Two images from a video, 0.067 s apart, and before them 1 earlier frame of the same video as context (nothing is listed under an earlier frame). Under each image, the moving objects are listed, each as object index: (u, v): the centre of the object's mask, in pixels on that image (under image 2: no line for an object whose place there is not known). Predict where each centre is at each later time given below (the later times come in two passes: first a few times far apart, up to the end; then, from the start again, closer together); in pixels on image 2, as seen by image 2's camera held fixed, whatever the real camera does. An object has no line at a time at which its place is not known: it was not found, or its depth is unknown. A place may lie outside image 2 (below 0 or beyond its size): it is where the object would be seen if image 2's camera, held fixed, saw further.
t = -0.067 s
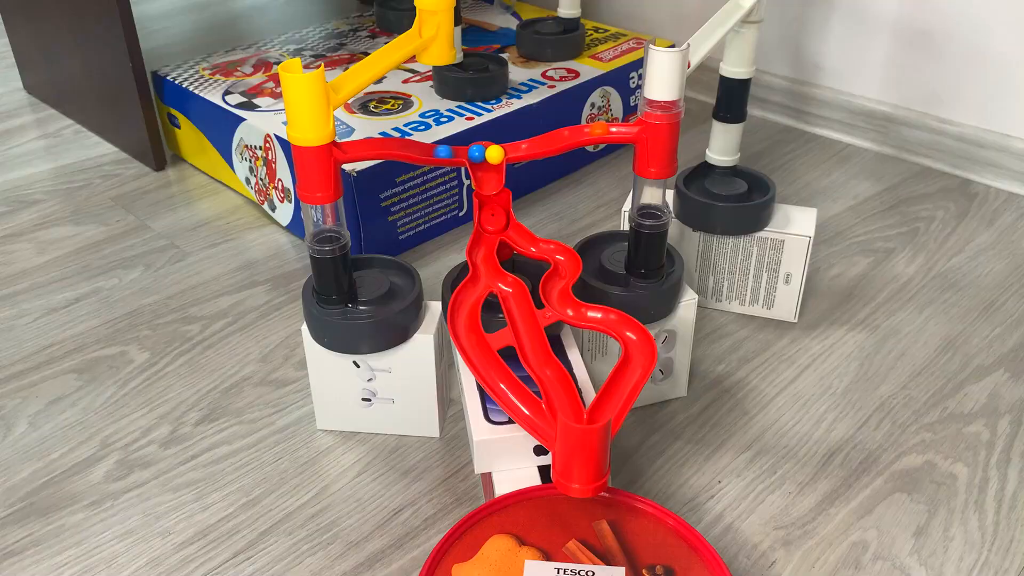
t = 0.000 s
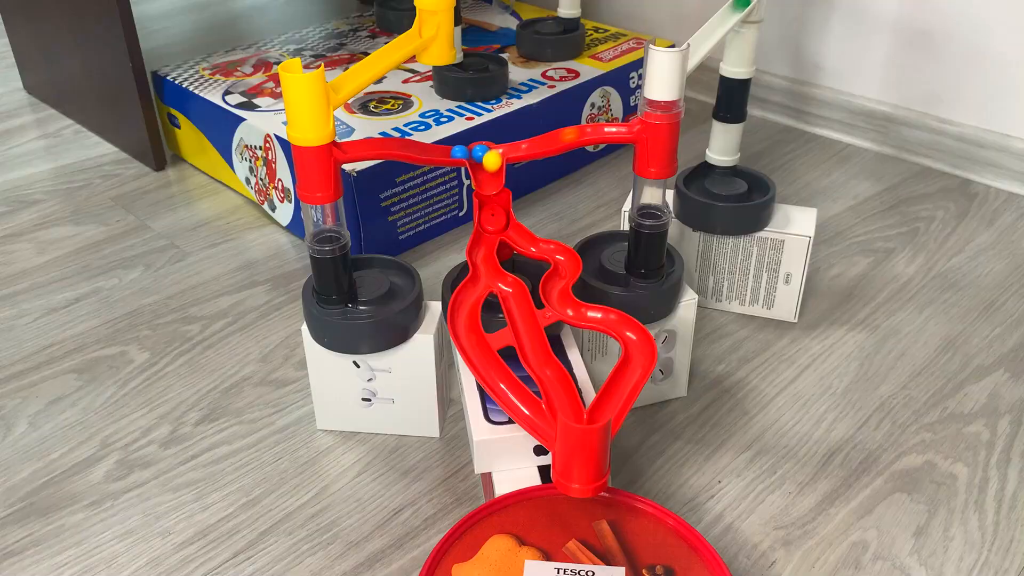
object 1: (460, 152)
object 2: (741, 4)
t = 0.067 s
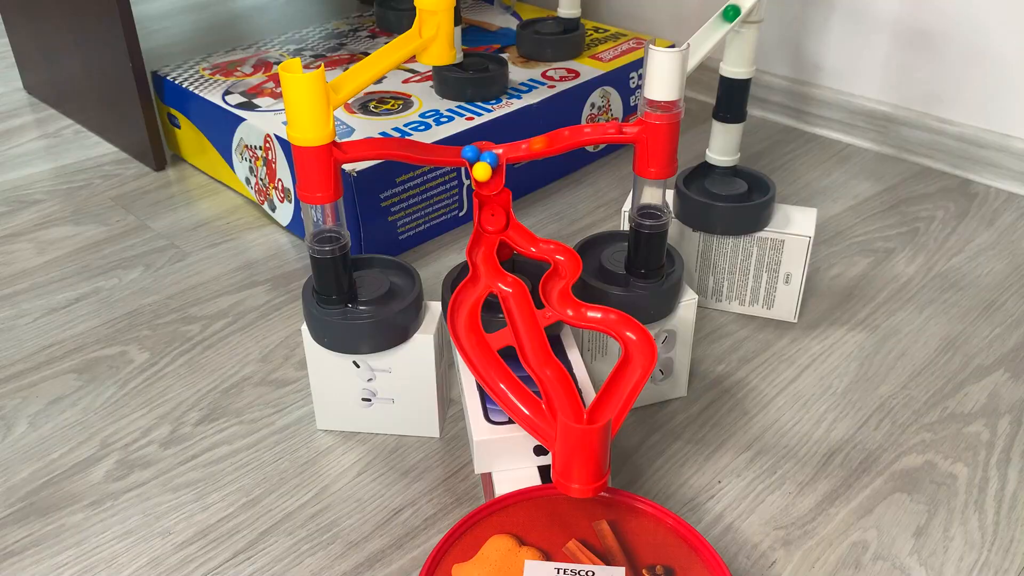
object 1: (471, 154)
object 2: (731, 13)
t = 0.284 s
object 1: (441, 151)
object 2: (695, 51)
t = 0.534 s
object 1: (424, 150)
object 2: (632, 126)
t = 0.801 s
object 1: (446, 152)
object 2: (492, 151)
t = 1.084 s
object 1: (466, 153)
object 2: (488, 153)
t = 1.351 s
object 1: (485, 165)
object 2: (505, 150)
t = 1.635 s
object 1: (483, 263)
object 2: (489, 166)
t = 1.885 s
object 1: (515, 302)
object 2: (508, 220)
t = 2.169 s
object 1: (557, 387)
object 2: (488, 230)
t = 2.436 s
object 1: (576, 502)
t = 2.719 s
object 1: (542, 499)
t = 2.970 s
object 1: (520, 503)
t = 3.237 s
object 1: (503, 508)
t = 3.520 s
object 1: (497, 518)
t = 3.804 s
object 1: (490, 528)
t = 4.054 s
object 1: (481, 534)
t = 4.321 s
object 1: (467, 537)
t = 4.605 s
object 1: (461, 541)
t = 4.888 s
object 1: (465, 543)
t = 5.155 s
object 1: (470, 543)
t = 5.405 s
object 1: (471, 541)
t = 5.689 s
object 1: (472, 541)
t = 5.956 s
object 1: (471, 541)
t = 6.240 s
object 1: (471, 541)
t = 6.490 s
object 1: (471, 541)
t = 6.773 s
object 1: (472, 541)
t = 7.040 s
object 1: (471, 541)
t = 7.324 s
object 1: (471, 541)
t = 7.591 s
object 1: (471, 541)
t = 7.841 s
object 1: (471, 541)
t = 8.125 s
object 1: (471, 541)
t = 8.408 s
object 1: (471, 541)
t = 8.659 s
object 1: (472, 541)
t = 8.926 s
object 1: (471, 541)
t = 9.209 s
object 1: (471, 541)
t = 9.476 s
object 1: (471, 541)
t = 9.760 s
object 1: (471, 541)
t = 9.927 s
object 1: (471, 541)
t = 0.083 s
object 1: (473, 154)
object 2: (729, 16)
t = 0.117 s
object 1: (481, 153)
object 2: (724, 21)
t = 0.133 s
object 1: (475, 153)
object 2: (720, 24)
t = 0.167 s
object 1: (457, 152)
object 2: (715, 29)
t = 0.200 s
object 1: (449, 152)
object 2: (709, 35)
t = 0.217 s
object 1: (445, 151)
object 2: (706, 38)
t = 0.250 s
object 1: (442, 151)
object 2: (700, 44)
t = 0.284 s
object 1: (441, 151)
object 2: (695, 51)
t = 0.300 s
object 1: (441, 152)
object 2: (694, 54)
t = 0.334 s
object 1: (443, 151)
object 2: (691, 60)
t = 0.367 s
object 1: (440, 152)
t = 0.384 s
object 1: (439, 152)
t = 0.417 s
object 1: (440, 152)
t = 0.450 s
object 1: (442, 152)
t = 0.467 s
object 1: (444, 152)
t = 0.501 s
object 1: (431, 151)
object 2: (641, 120)
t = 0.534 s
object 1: (424, 150)
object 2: (632, 126)
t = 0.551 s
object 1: (423, 150)
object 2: (626, 127)
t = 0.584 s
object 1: (422, 149)
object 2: (610, 127)
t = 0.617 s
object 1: (423, 149)
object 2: (595, 129)
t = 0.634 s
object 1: (424, 150)
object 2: (587, 130)
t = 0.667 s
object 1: (427, 150)
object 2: (568, 135)
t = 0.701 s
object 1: (432, 151)
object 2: (551, 140)
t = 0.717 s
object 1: (433, 151)
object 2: (542, 143)
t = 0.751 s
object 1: (438, 152)
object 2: (520, 147)
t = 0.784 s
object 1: (446, 152)
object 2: (494, 151)
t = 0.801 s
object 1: (446, 152)
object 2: (492, 151)
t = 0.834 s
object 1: (434, 151)
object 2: (498, 152)
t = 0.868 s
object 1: (430, 151)
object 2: (505, 150)
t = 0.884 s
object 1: (429, 151)
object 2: (506, 149)
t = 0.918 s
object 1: (429, 151)
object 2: (507, 150)
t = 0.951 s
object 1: (432, 151)
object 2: (506, 150)
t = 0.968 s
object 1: (433, 151)
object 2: (505, 150)
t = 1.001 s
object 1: (439, 151)
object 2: (501, 151)
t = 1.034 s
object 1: (447, 152)
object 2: (497, 153)
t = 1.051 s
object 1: (453, 152)
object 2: (494, 153)
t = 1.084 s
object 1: (466, 153)
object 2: (488, 153)
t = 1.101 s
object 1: (466, 153)
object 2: (491, 152)
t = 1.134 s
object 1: (466, 153)
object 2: (500, 152)
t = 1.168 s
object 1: (469, 153)
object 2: (504, 150)
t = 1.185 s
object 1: (470, 153)
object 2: (505, 150)
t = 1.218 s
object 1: (474, 154)
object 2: (507, 149)
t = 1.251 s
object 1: (480, 154)
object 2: (507, 149)
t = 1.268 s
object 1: (483, 155)
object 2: (506, 150)
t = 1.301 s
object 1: (485, 157)
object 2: (506, 150)
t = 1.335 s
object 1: (484, 162)
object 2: (506, 150)
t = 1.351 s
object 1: (485, 165)
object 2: (505, 150)
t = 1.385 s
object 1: (487, 172)
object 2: (503, 150)
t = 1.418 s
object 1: (489, 182)
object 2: (498, 152)
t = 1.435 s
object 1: (490, 186)
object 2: (496, 152)
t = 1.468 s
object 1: (492, 205)
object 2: (490, 153)
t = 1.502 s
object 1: (492, 227)
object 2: (484, 154)
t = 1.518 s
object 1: (489, 226)
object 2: (481, 155)
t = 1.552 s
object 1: (483, 234)
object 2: (476, 156)
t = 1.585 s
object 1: (482, 250)
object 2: (477, 158)
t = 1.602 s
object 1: (482, 252)
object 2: (479, 161)
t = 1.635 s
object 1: (483, 263)
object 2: (489, 166)
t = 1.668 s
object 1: (487, 274)
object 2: (492, 169)
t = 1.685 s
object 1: (490, 278)
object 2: (491, 174)
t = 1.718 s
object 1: (496, 274)
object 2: (486, 183)
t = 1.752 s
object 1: (501, 278)
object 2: (486, 193)
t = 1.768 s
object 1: (502, 282)
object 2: (492, 198)
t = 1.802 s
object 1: (507, 284)
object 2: (504, 216)
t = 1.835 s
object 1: (514, 292)
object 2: (507, 225)
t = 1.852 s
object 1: (514, 295)
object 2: (507, 220)
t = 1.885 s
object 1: (515, 302)
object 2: (508, 220)
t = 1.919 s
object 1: (519, 309)
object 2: (503, 225)
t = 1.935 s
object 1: (521, 313)
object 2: (501, 226)
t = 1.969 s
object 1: (522, 322)
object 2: (499, 228)
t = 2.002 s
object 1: (526, 332)
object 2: (495, 229)
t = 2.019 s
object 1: (529, 336)
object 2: (493, 229)
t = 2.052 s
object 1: (532, 346)
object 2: (487, 229)
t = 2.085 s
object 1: (535, 358)
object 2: (488, 229)
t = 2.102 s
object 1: (540, 363)
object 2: (488, 229)
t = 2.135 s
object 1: (550, 375)
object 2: (488, 230)
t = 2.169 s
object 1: (557, 387)
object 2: (488, 230)
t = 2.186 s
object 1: (559, 395)
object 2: (488, 231)
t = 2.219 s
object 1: (565, 408)
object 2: (487, 232)
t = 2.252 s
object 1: (574, 419)
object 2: (487, 233)
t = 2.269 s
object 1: (576, 423)
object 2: (486, 234)
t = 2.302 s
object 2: (486, 236)
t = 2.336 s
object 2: (485, 238)
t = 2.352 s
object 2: (484, 240)
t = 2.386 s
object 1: (576, 513)
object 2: (484, 243)
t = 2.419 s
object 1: (576, 505)
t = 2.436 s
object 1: (576, 502)
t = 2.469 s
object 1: (575, 500)
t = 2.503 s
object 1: (568, 503)
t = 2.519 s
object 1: (566, 502)
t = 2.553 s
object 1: (560, 499)
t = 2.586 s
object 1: (555, 497)
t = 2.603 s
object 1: (553, 495)
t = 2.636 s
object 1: (551, 496)
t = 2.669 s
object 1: (548, 497)
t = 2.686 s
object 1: (546, 498)
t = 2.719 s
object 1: (542, 499)
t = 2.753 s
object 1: (539, 500)
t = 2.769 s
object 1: (537, 500)
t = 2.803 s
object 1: (534, 501)
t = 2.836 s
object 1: (531, 501)
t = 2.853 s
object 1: (530, 502)
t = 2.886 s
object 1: (527, 502)
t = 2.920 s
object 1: (524, 503)
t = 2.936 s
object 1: (523, 503)
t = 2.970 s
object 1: (520, 503)
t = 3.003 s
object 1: (517, 504)
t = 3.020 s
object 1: (516, 504)
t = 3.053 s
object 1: (514, 504)
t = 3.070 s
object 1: (512, 504)
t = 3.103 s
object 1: (510, 505)
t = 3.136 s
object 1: (508, 505)
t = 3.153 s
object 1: (508, 506)
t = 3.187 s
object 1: (506, 507)
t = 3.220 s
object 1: (504, 507)
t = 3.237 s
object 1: (503, 508)
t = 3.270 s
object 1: (502, 508)
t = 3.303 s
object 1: (501, 509)
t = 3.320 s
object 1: (500, 509)
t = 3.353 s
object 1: (499, 509)
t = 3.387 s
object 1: (498, 510)
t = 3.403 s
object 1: (498, 511)
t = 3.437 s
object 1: (497, 513)
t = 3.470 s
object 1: (497, 515)
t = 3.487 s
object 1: (497, 516)
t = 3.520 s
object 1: (497, 518)
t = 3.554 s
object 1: (496, 520)
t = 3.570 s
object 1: (496, 521)
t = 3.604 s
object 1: (495, 522)
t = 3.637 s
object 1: (494, 523)
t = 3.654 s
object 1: (494, 524)
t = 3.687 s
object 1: (493, 525)
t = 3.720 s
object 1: (492, 526)
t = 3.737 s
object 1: (492, 527)
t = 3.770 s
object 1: (491, 528)
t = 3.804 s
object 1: (490, 528)
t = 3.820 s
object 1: (490, 529)
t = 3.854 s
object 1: (488, 530)
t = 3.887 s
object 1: (487, 530)
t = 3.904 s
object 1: (486, 531)
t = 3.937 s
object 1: (485, 532)
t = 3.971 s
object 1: (484, 532)
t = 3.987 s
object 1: (484, 532)
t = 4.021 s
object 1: (483, 533)
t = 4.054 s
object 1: (481, 534)
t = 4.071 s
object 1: (480, 534)
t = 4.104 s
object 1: (479, 534)
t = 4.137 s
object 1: (477, 535)
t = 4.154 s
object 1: (476, 535)
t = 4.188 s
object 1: (474, 535)
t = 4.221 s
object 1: (472, 536)
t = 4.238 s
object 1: (471, 536)
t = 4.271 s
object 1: (470, 536)
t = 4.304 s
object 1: (468, 537)
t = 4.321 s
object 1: (467, 537)
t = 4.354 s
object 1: (466, 537)
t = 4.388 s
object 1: (464, 538)
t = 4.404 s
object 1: (463, 538)
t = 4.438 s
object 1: (462, 538)
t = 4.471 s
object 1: (461, 539)
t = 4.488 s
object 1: (461, 539)
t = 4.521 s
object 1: (461, 540)
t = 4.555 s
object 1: (460, 540)
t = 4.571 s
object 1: (461, 540)
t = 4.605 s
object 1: (461, 541)
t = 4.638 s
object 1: (461, 541)
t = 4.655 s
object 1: (461, 541)
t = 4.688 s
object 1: (462, 542)
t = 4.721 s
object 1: (462, 542)
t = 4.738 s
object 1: (463, 542)
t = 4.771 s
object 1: (463, 543)
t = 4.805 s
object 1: (464, 543)
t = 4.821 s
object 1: (464, 543)
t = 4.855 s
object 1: (465, 543)
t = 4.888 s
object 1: (465, 543)
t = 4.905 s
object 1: (466, 543)
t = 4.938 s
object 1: (466, 543)
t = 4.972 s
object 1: (467, 543)
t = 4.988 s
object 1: (467, 544)
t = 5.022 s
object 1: (468, 544)
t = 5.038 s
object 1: (468, 544)
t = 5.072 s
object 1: (469, 544)
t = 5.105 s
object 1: (469, 543)
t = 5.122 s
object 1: (470, 543)
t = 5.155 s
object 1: (470, 543)
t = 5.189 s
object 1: (470, 543)
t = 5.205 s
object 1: (470, 543)
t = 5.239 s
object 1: (470, 542)
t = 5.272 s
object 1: (470, 542)
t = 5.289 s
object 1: (470, 542)
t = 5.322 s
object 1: (470, 541)
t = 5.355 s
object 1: (471, 541)
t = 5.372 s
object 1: (471, 541)
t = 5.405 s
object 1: (471, 541)
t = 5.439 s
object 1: (472, 541)
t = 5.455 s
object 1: (472, 541)
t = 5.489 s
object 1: (472, 541)
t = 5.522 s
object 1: (472, 541)
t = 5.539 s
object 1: (472, 541)
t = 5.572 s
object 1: (472, 541)
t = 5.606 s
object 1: (472, 541)
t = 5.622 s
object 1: (472, 541)
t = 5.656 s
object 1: (472, 541)
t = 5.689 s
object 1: (472, 541)
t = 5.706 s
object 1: (472, 541)
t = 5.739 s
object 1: (471, 541)
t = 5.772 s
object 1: (471, 541)
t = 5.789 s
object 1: (471, 541)
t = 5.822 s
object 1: (471, 541)
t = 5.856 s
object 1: (471, 541)
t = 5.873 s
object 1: (471, 541)
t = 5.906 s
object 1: (471, 541)
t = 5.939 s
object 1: (471, 541)
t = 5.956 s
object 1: (471, 541)
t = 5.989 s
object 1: (471, 541)
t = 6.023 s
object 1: (471, 541)
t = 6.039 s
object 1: (471, 541)
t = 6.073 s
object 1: (471, 541)
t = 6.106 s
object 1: (471, 541)
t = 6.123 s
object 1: (471, 541)
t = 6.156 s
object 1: (471, 541)
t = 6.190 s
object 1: (471, 541)
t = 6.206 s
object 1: (471, 541)
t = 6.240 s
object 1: (471, 541)
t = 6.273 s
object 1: (471, 541)
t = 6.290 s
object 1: (471, 541)
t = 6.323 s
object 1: (471, 541)
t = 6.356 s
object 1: (471, 541)
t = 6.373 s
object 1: (471, 541)
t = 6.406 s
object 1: (471, 541)
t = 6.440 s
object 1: (471, 541)
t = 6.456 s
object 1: (471, 541)
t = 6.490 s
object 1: (471, 541)
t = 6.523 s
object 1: (471, 541)
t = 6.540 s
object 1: (471, 541)
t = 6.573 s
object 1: (471, 541)
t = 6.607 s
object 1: (471, 541)
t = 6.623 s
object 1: (471, 541)
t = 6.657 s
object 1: (471, 541)
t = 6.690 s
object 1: (471, 541)
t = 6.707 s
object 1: (471, 541)
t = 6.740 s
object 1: (471, 541)
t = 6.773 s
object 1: (472, 541)
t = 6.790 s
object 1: (471, 541)
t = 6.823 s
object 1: (471, 541)
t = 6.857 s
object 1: (471, 541)
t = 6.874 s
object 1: (471, 541)
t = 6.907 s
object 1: (471, 541)
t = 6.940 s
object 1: (471, 541)
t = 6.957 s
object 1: (471, 541)
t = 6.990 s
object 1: (471, 541)
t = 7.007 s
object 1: (471, 541)
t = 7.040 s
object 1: (471, 541)
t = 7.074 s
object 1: (471, 541)
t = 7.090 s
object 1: (471, 541)
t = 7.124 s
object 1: (471, 541)
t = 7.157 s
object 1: (471, 541)
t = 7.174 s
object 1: (471, 541)
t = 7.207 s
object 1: (471, 541)
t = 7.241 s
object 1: (471, 541)
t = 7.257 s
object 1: (471, 541)
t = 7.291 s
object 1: (471, 541)
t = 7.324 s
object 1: (471, 541)
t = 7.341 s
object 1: (471, 541)
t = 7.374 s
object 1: (471, 541)
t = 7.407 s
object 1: (471, 541)
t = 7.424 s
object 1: (471, 541)
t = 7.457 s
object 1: (471, 541)
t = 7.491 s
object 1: (471, 541)
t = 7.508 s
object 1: (471, 541)
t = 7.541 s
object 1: (471, 541)
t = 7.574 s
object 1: (471, 541)
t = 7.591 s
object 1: (471, 541)
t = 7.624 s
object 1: (471, 541)
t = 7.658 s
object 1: (471, 541)
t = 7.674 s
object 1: (471, 541)
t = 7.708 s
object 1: (471, 541)
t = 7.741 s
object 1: (471, 541)
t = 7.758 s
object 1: (471, 541)
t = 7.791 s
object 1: (471, 541)
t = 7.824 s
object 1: (471, 541)
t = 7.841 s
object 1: (471, 541)
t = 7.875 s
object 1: (471, 541)
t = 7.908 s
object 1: (471, 541)
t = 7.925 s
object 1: (471, 541)
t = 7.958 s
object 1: (471, 541)
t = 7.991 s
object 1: (471, 541)
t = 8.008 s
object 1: (471, 541)
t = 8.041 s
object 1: (471, 541)
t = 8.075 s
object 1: (472, 541)
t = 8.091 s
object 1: (471, 541)
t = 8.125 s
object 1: (471, 541)
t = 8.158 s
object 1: (471, 541)
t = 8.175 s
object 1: (471, 541)
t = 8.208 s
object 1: (471, 541)
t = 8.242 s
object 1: (471, 541)
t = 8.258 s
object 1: (471, 541)
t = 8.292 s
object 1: (471, 541)
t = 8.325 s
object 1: (471, 541)
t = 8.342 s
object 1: (471, 541)
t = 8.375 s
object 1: (471, 541)
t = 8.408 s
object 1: (471, 541)
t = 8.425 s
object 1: (471, 541)
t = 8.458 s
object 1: (471, 541)
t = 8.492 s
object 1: (471, 541)
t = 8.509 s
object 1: (471, 541)
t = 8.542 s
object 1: (471, 541)
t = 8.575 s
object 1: (471, 541)
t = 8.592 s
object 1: (471, 541)
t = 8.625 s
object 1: (471, 541)
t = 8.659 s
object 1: (472, 541)
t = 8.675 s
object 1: (471, 541)
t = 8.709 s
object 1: (471, 541)
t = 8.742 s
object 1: (472, 541)
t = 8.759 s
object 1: (471, 541)
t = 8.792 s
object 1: (471, 541)
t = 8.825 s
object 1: (472, 541)
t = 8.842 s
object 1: (471, 541)
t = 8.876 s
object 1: (472, 541)
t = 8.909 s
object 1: (472, 541)
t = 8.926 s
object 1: (471, 541)
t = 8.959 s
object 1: (471, 541)
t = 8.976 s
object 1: (472, 541)
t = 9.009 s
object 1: (472, 541)
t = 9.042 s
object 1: (472, 541)
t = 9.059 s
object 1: (471, 541)
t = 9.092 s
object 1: (472, 541)
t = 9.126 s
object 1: (471, 541)
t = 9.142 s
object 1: (471, 541)
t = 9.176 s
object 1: (471, 541)
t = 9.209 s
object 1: (471, 541)
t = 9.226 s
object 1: (471, 541)
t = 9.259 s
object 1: (471, 541)
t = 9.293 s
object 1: (472, 541)
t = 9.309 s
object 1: (471, 541)
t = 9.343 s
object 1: (471, 541)
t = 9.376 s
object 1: (472, 541)
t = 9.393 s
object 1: (472, 541)
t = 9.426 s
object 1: (472, 541)
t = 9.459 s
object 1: (471, 541)
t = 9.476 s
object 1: (471, 541)
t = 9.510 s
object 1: (471, 541)
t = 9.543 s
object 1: (471, 541)
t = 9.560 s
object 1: (472, 541)
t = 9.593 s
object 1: (472, 541)
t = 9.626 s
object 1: (472, 541)
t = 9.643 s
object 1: (471, 541)
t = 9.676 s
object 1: (472, 541)
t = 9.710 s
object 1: (472, 541)
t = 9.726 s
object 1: (472, 541)
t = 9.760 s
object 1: (471, 541)
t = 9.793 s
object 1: (471, 541)
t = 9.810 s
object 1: (472, 541)
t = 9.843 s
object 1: (471, 541)
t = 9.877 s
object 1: (472, 541)
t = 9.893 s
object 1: (472, 541)
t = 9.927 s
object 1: (471, 541)
